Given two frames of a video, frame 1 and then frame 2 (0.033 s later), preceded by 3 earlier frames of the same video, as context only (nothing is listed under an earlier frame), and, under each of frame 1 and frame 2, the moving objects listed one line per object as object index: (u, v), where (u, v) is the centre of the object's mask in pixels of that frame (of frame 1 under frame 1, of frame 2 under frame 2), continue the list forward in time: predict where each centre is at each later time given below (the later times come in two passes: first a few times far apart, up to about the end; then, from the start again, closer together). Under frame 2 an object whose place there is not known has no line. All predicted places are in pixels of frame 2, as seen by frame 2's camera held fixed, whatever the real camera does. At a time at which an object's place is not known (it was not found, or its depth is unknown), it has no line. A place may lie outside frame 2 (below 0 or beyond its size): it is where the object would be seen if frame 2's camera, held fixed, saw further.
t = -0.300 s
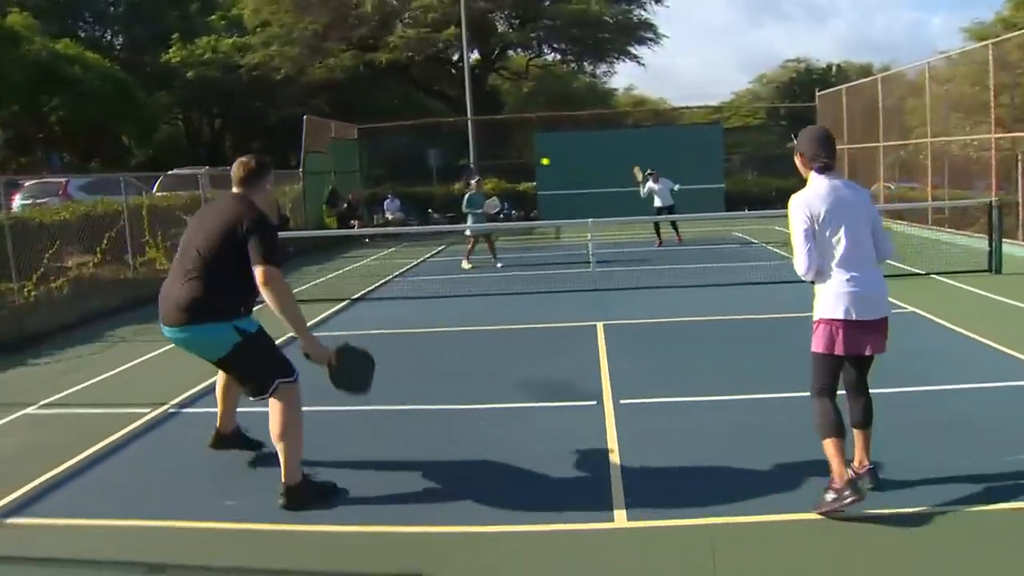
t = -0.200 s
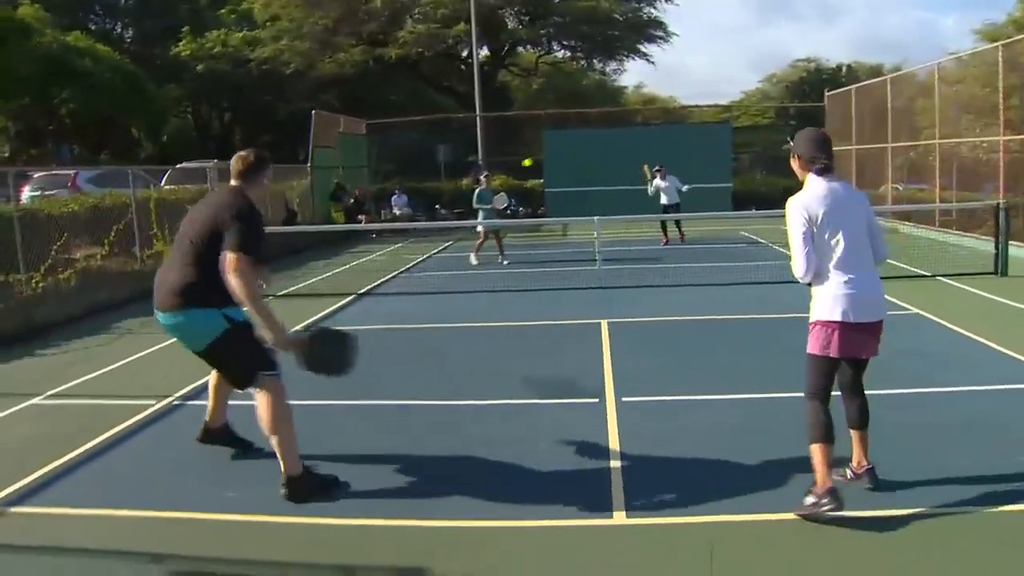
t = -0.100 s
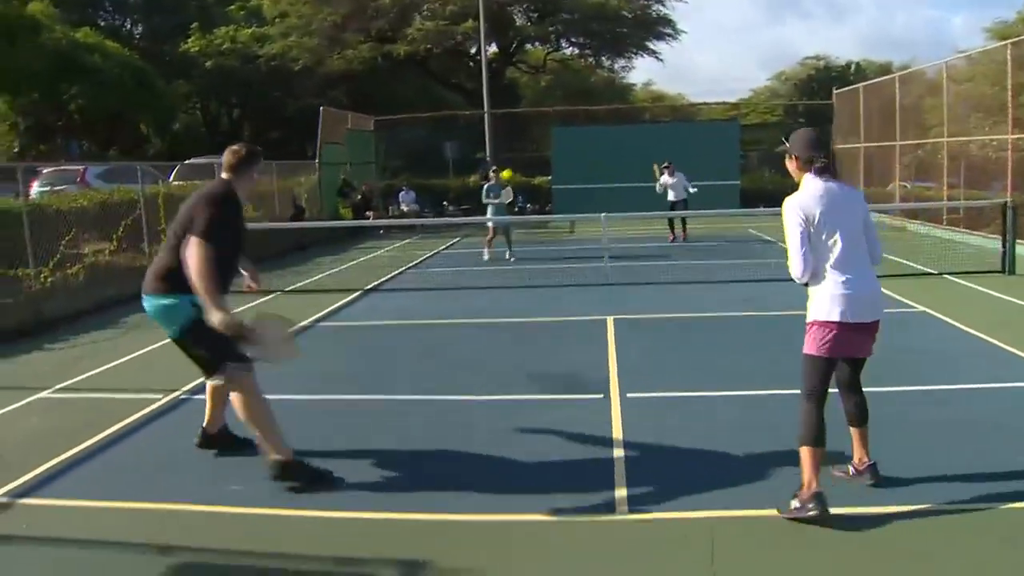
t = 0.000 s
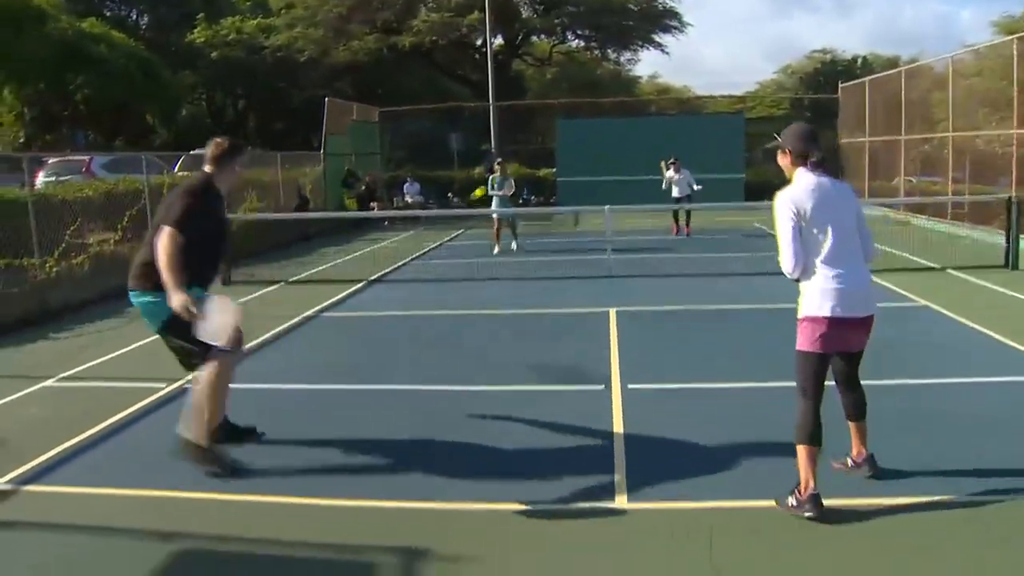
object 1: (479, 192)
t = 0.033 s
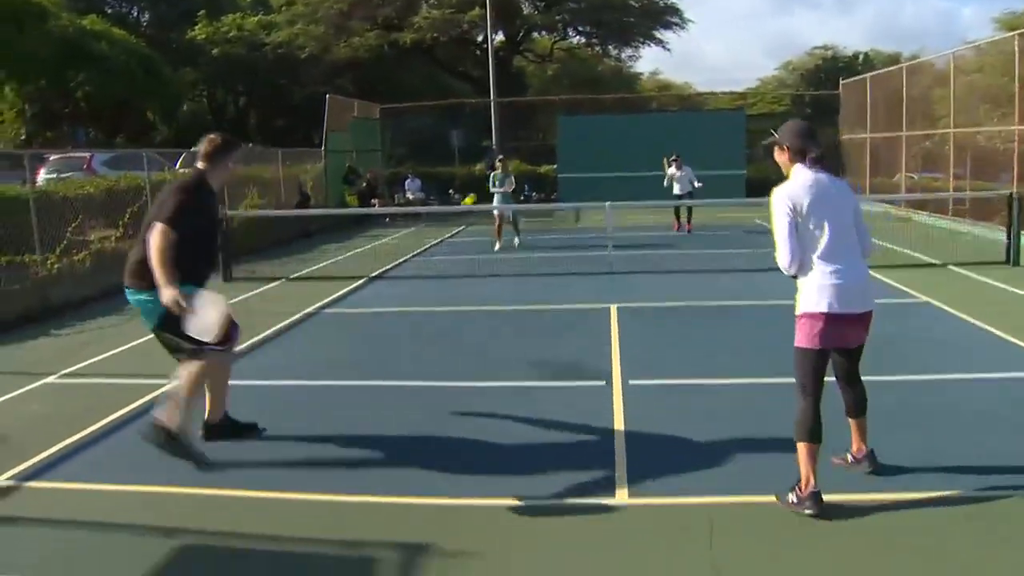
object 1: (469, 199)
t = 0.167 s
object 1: (421, 268)
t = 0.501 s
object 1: (300, 296)
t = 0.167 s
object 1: (421, 268)
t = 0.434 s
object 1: (324, 305)
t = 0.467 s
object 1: (311, 300)
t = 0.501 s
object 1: (300, 296)
